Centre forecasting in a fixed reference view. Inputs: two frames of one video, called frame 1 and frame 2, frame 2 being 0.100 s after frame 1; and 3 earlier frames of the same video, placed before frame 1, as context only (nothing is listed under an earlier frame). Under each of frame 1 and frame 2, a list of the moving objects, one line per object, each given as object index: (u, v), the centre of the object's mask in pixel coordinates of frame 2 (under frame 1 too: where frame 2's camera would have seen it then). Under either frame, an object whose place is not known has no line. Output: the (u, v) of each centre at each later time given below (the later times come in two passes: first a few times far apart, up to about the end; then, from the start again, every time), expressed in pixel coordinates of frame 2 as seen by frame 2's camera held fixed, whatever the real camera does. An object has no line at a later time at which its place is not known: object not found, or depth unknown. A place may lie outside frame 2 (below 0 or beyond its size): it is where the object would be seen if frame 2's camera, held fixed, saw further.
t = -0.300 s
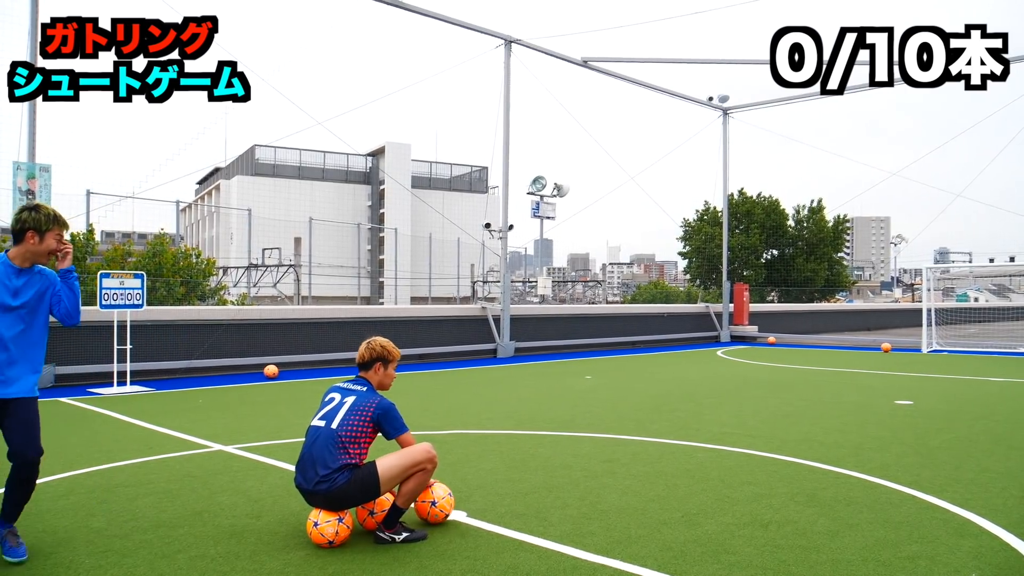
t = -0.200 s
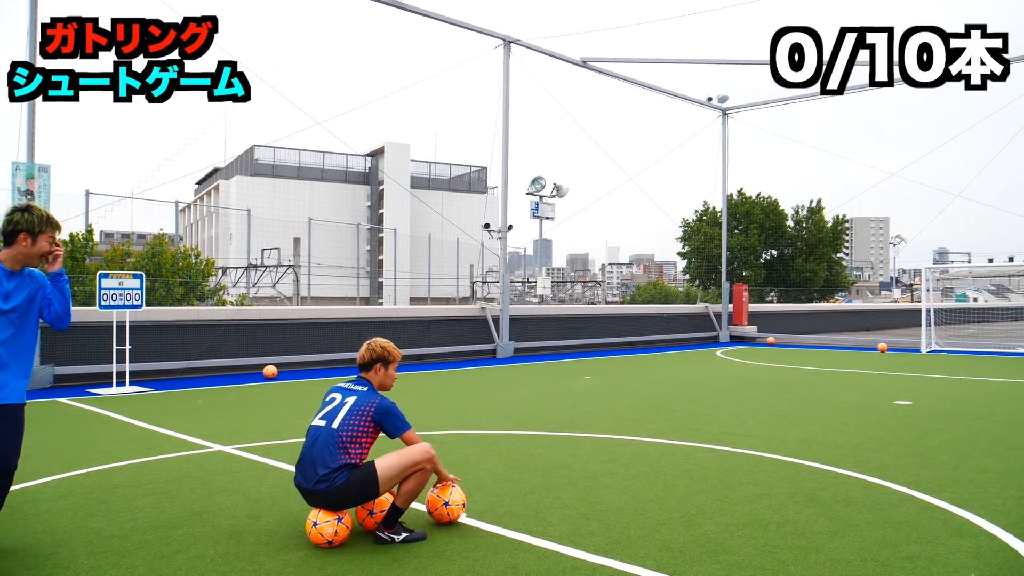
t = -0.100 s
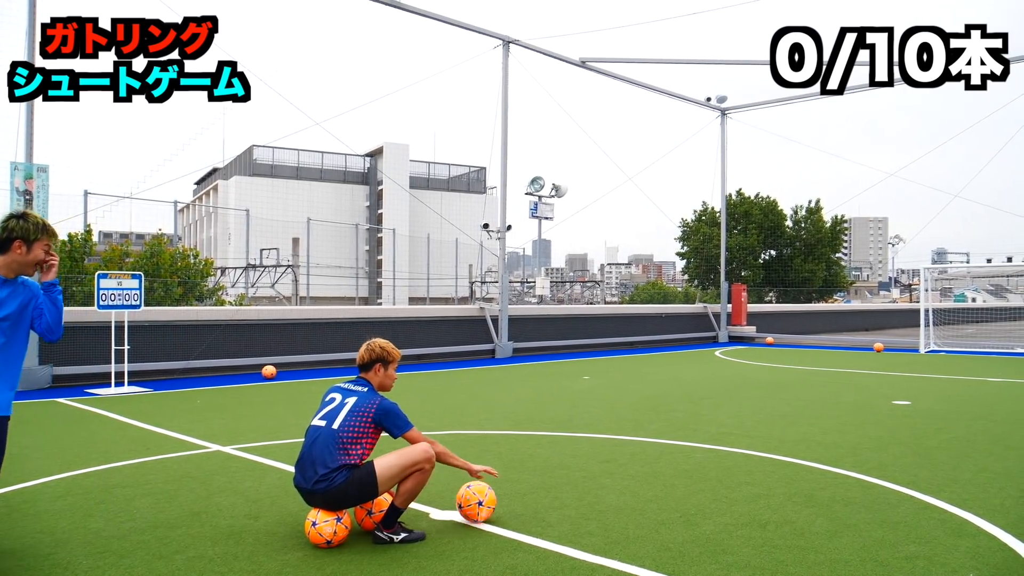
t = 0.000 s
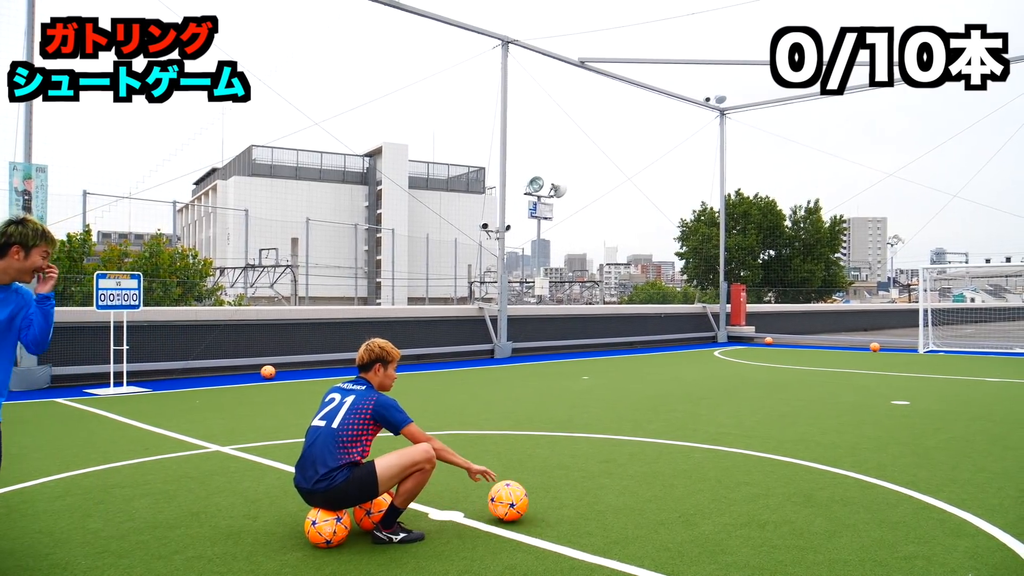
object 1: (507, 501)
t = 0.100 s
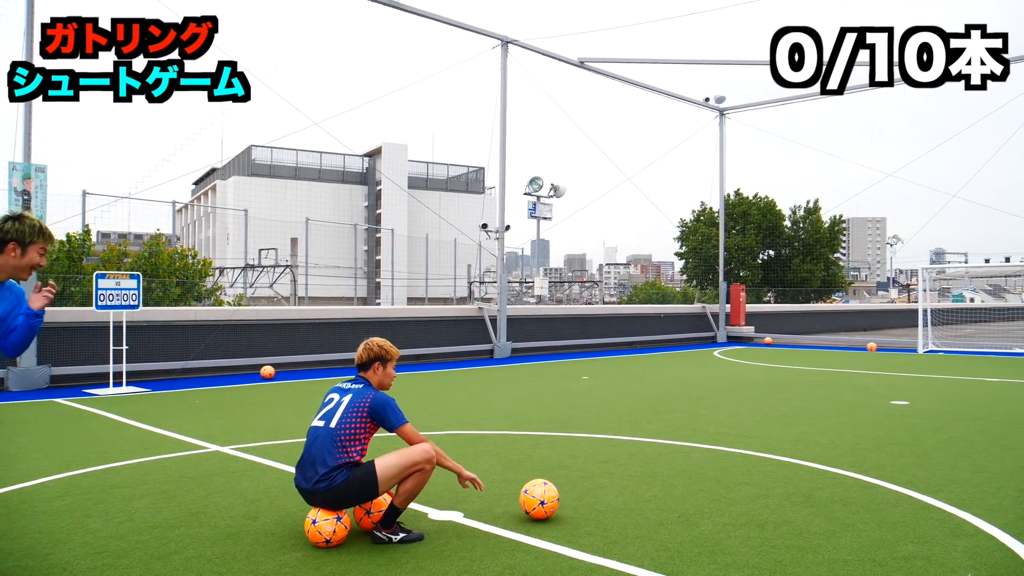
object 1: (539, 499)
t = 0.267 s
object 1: (590, 497)
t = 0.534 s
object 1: (667, 493)
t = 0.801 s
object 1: (737, 489)
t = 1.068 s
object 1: (800, 483)
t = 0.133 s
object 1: (550, 499)
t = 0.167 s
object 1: (560, 499)
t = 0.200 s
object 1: (570, 498)
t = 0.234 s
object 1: (580, 497)
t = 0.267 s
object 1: (590, 497)
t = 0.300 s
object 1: (600, 497)
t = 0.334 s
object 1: (610, 496)
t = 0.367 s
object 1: (620, 495)
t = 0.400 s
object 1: (630, 495)
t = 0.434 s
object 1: (639, 495)
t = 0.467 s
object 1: (649, 494)
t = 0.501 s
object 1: (658, 494)
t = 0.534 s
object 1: (667, 493)
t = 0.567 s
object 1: (676, 493)
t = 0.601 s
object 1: (685, 492)
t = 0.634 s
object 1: (694, 492)
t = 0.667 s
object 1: (703, 491)
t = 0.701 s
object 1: (711, 491)
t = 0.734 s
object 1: (720, 490)
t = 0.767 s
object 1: (729, 490)
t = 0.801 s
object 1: (737, 489)
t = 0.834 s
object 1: (745, 489)
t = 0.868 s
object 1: (754, 488)
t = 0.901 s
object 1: (762, 487)
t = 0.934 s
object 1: (770, 486)
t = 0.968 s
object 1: (778, 486)
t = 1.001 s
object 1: (785, 485)
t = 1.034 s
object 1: (793, 484)
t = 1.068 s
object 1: (800, 483)
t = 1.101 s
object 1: (808, 483)
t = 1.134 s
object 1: (815, 483)
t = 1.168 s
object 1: (823, 482)
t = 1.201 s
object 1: (830, 482)
